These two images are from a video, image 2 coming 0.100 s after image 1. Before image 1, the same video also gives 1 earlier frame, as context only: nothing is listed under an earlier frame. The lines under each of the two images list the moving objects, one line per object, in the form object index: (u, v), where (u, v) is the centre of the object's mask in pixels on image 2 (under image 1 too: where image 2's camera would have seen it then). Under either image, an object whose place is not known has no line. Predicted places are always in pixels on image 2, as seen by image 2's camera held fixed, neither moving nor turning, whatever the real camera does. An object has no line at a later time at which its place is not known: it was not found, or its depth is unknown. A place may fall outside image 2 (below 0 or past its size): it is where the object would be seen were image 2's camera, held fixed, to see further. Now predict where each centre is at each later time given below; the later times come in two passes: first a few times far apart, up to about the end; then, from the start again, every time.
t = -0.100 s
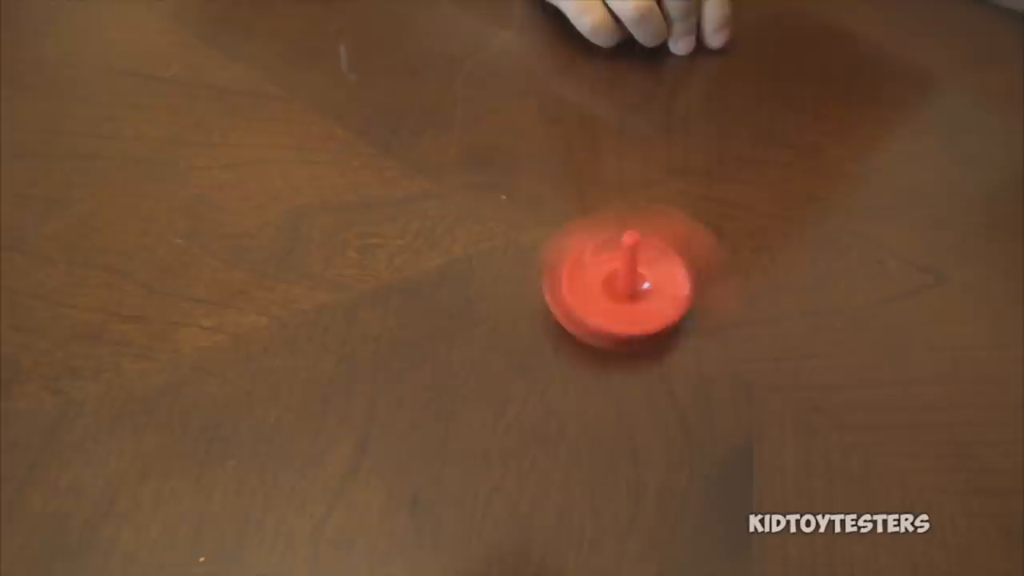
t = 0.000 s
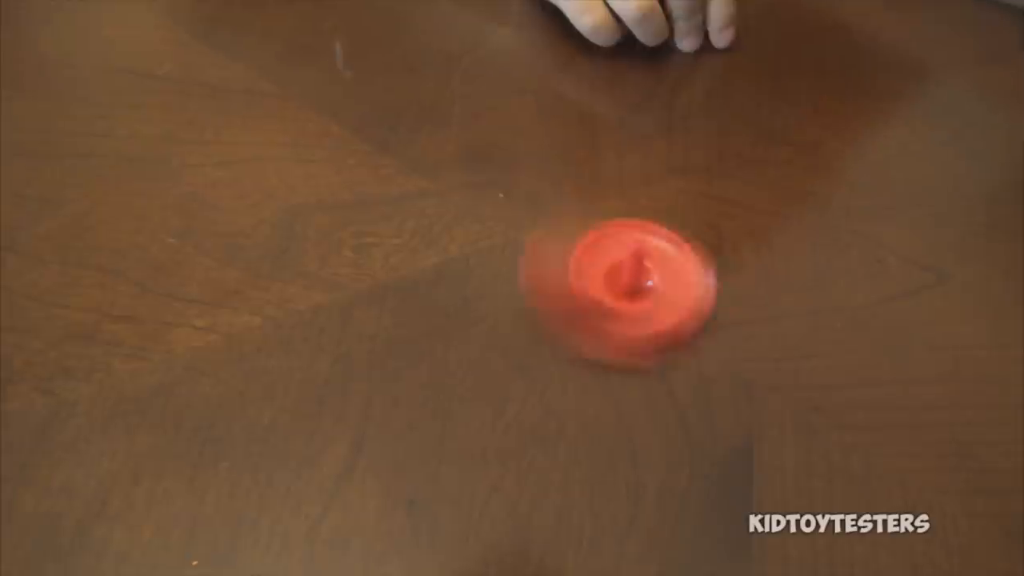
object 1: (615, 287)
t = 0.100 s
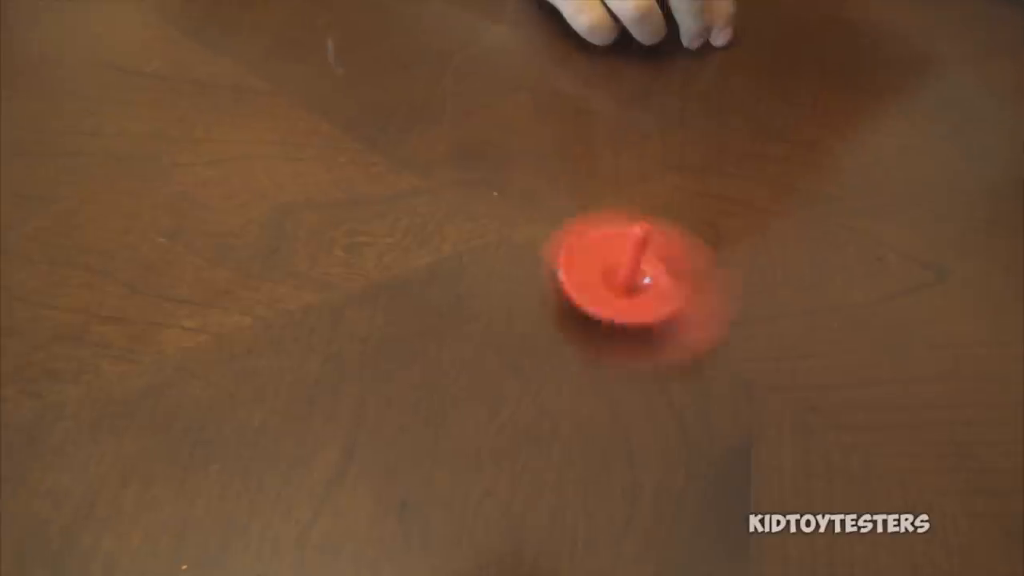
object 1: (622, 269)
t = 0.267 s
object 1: (623, 267)
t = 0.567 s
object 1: (626, 278)
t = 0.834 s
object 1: (643, 294)
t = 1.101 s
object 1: (638, 282)
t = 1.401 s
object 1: (652, 266)
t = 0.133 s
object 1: (632, 266)
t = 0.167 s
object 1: (617, 284)
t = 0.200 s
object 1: (617, 273)
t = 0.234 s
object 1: (617, 276)
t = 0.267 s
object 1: (623, 267)
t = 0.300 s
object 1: (634, 293)
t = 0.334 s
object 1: (620, 286)
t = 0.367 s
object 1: (619, 275)
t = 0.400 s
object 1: (620, 278)
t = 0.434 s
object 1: (623, 271)
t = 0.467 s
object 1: (634, 266)
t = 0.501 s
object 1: (626, 290)
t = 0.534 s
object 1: (623, 277)
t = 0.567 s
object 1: (626, 278)
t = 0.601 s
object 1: (627, 272)
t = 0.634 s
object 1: (634, 266)
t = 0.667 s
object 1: (631, 292)
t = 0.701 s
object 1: (628, 281)
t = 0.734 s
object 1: (631, 282)
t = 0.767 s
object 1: (632, 274)
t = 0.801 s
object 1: (634, 268)
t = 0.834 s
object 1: (643, 294)
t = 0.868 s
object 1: (633, 287)
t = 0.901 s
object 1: (632, 276)
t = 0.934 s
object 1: (634, 278)
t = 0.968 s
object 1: (635, 272)
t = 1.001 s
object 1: (643, 266)
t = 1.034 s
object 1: (640, 292)
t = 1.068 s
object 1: (634, 281)
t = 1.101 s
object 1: (638, 282)
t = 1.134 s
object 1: (637, 274)
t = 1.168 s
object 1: (638, 271)
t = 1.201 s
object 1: (647, 265)
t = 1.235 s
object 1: (639, 288)
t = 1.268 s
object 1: (636, 279)
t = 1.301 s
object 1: (641, 282)
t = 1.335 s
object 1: (638, 274)
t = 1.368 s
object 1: (641, 269)
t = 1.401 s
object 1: (652, 266)
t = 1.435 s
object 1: (641, 290)
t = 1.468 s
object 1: (638, 280)
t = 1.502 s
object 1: (641, 282)
